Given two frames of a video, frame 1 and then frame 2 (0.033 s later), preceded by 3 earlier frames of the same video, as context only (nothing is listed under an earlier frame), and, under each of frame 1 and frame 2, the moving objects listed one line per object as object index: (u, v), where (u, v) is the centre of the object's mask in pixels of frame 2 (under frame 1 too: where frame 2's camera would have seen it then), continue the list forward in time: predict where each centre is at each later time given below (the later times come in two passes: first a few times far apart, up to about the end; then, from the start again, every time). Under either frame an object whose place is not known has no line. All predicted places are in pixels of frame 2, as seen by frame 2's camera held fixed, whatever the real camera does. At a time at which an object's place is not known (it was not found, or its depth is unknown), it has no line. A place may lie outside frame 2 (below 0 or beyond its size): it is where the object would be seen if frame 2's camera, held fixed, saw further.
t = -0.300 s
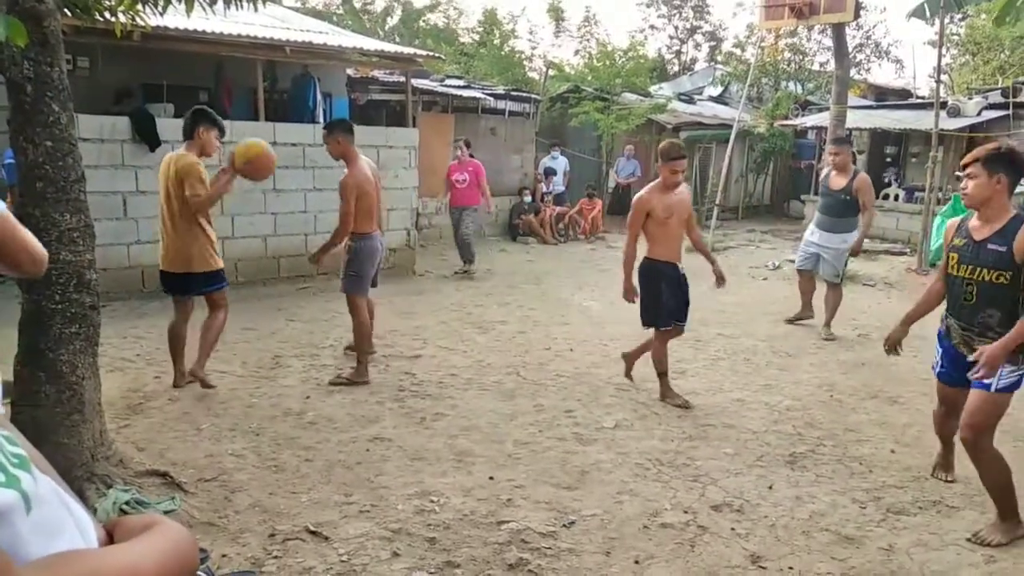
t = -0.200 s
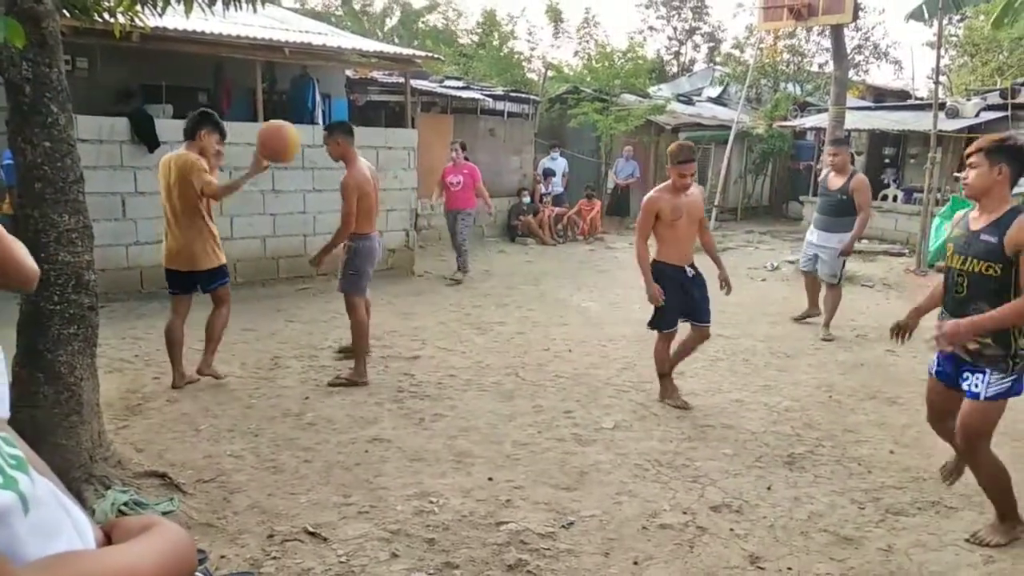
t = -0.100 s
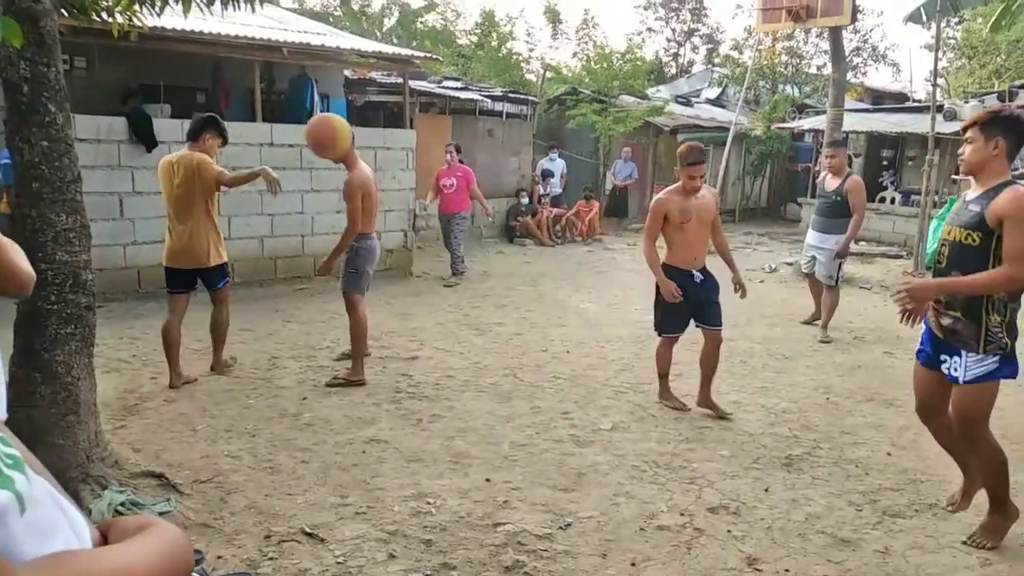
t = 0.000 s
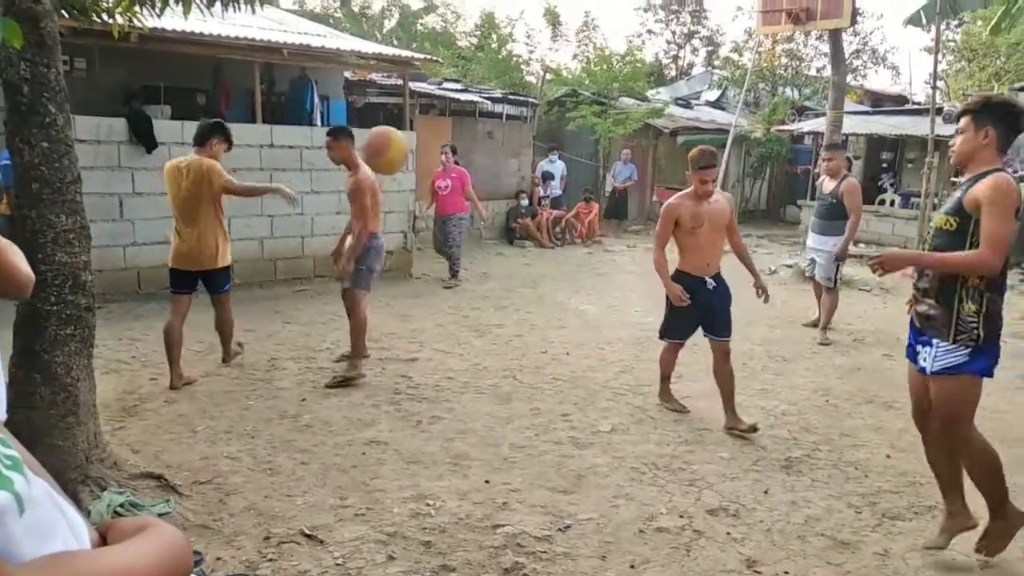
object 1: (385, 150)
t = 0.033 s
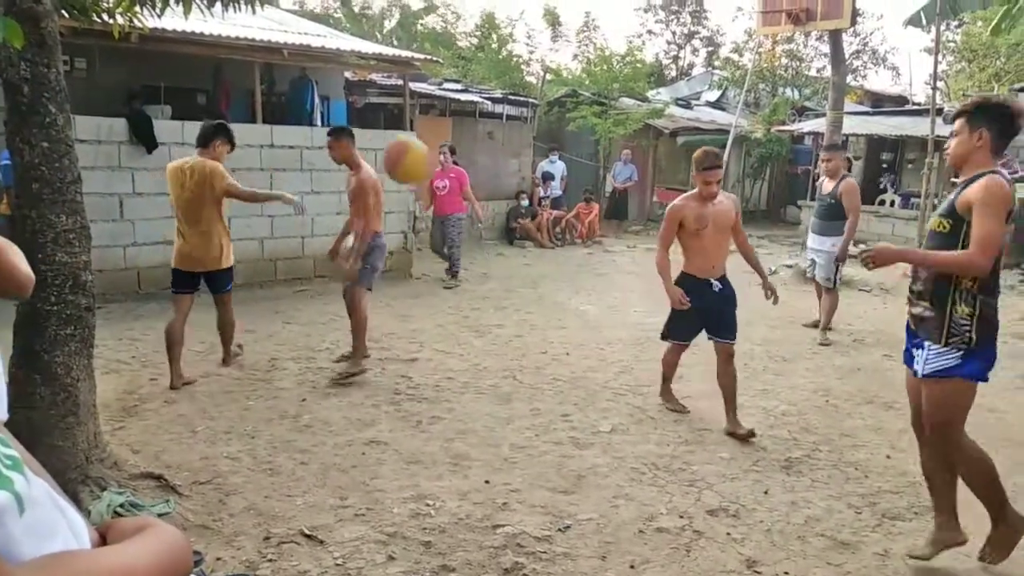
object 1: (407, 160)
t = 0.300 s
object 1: (584, 331)
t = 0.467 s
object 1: (702, 495)
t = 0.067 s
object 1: (426, 172)
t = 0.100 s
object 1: (449, 185)
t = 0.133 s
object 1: (470, 203)
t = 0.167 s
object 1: (491, 222)
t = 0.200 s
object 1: (513, 244)
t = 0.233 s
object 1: (536, 269)
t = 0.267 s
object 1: (560, 299)
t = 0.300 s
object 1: (584, 331)
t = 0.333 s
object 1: (609, 365)
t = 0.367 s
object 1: (634, 404)
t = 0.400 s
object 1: (659, 446)
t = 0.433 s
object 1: (685, 490)
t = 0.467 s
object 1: (702, 495)
